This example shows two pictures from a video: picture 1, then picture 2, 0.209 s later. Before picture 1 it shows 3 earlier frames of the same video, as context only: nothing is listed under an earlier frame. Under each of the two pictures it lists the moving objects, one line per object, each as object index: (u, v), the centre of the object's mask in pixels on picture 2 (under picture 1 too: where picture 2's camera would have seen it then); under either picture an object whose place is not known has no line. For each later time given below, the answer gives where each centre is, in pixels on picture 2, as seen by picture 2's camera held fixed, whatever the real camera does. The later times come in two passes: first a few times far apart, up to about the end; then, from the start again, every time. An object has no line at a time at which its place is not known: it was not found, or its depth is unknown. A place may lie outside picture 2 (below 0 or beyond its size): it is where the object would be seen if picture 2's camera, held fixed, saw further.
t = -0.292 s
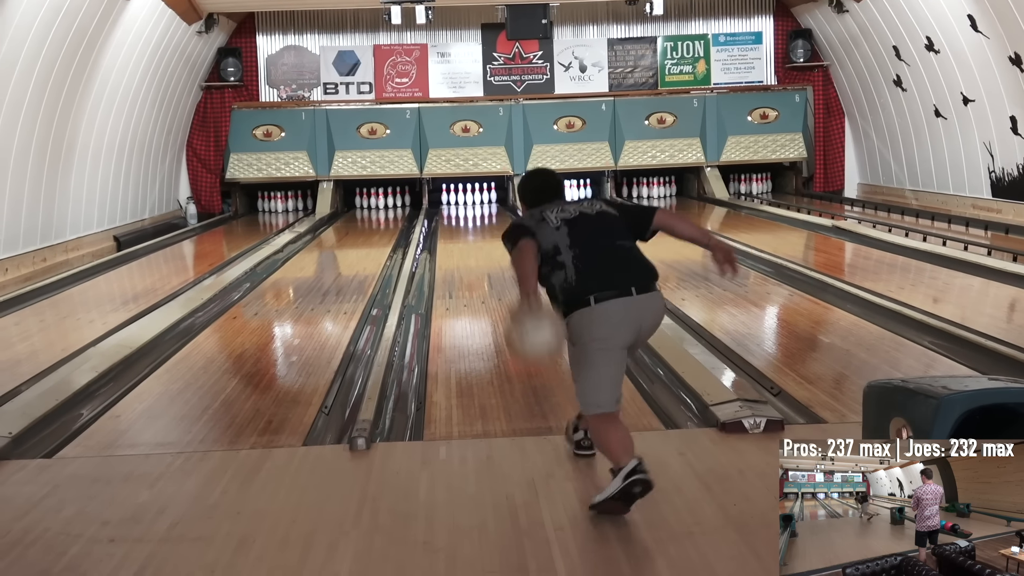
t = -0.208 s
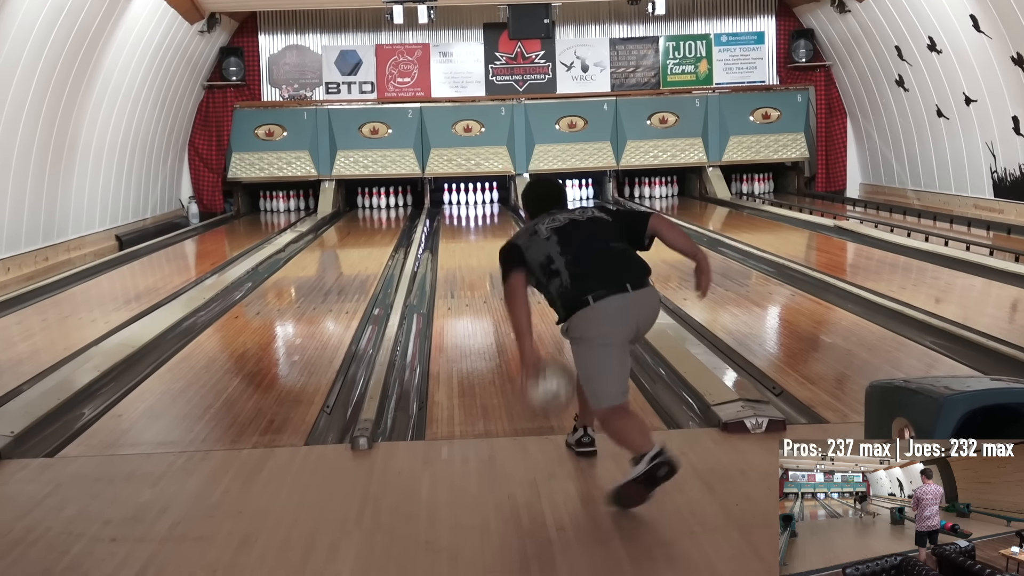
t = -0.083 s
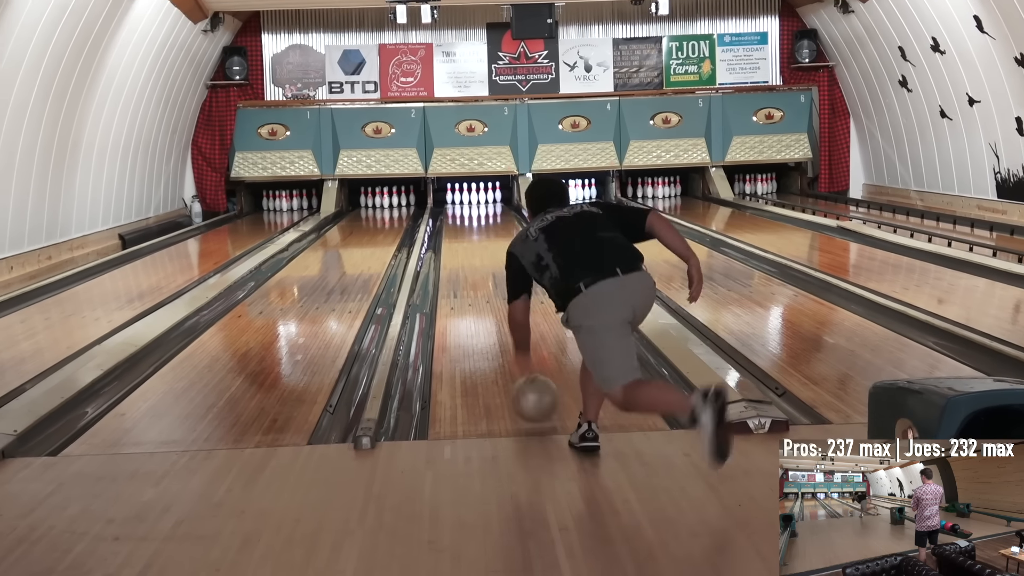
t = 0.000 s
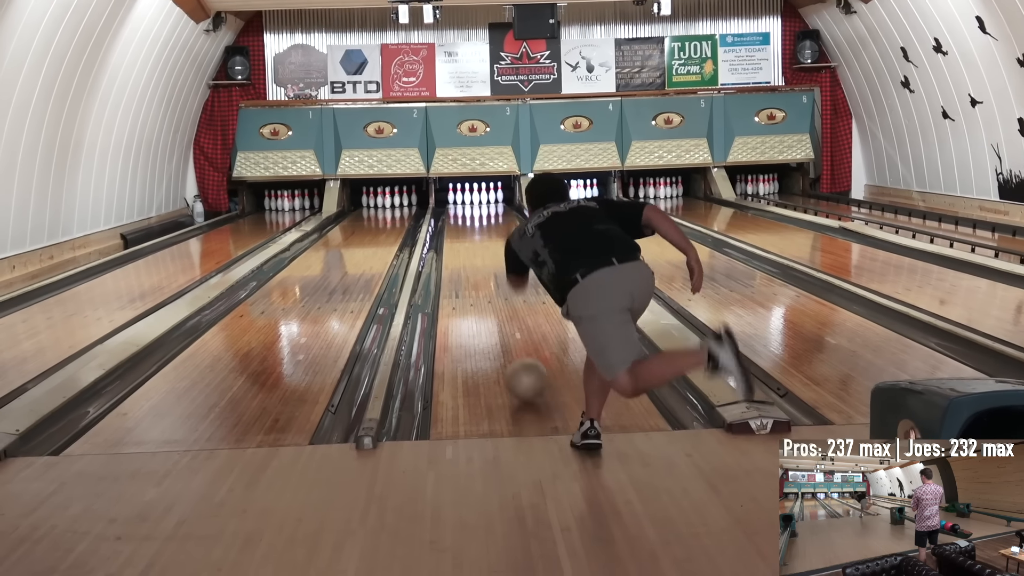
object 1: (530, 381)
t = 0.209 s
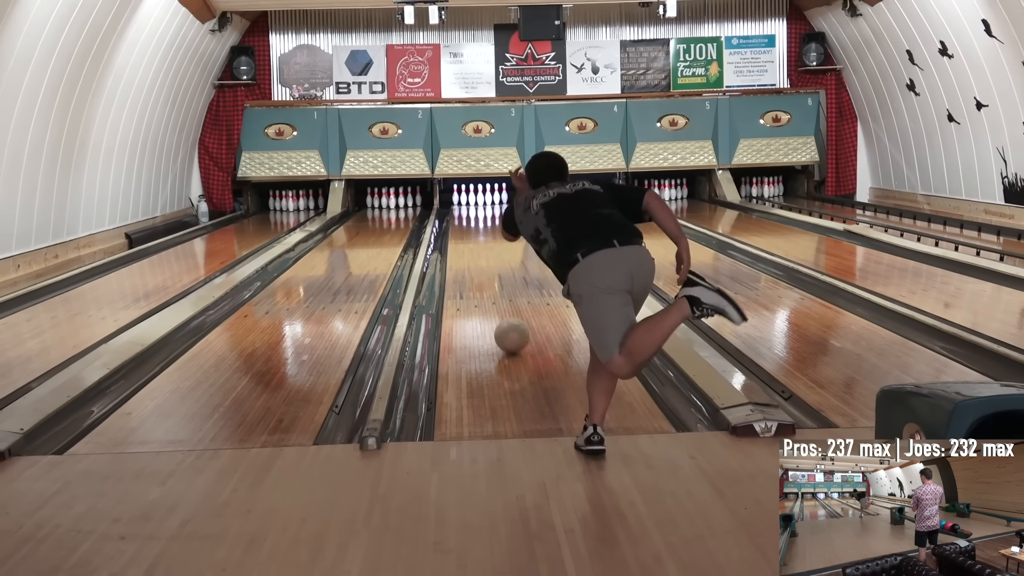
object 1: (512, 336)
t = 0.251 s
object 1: (509, 328)
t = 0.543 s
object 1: (495, 289)
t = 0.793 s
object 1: (488, 267)
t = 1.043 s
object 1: (483, 250)
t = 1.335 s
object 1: (480, 235)
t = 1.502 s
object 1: (479, 228)
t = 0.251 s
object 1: (509, 328)
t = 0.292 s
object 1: (507, 321)
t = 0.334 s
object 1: (504, 315)
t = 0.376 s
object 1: (502, 309)
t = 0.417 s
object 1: (500, 303)
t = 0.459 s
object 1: (499, 298)
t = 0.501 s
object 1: (497, 293)
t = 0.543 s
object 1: (495, 289)
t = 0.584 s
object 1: (494, 285)
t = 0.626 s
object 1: (492, 281)
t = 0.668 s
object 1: (492, 277)
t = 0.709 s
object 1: (490, 274)
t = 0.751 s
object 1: (489, 270)
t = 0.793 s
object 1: (488, 267)
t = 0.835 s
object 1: (487, 263)
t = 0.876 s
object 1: (486, 260)
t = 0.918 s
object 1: (485, 257)
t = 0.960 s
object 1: (485, 255)
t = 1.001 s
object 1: (484, 252)
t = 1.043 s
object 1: (483, 250)
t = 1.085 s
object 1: (483, 247)
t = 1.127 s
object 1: (482, 245)
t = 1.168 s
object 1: (482, 243)
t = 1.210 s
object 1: (481, 241)
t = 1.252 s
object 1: (481, 239)
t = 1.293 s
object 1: (481, 237)
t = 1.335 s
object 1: (480, 235)
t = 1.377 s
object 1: (480, 233)
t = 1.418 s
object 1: (479, 231)
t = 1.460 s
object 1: (479, 230)
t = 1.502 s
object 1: (479, 228)
